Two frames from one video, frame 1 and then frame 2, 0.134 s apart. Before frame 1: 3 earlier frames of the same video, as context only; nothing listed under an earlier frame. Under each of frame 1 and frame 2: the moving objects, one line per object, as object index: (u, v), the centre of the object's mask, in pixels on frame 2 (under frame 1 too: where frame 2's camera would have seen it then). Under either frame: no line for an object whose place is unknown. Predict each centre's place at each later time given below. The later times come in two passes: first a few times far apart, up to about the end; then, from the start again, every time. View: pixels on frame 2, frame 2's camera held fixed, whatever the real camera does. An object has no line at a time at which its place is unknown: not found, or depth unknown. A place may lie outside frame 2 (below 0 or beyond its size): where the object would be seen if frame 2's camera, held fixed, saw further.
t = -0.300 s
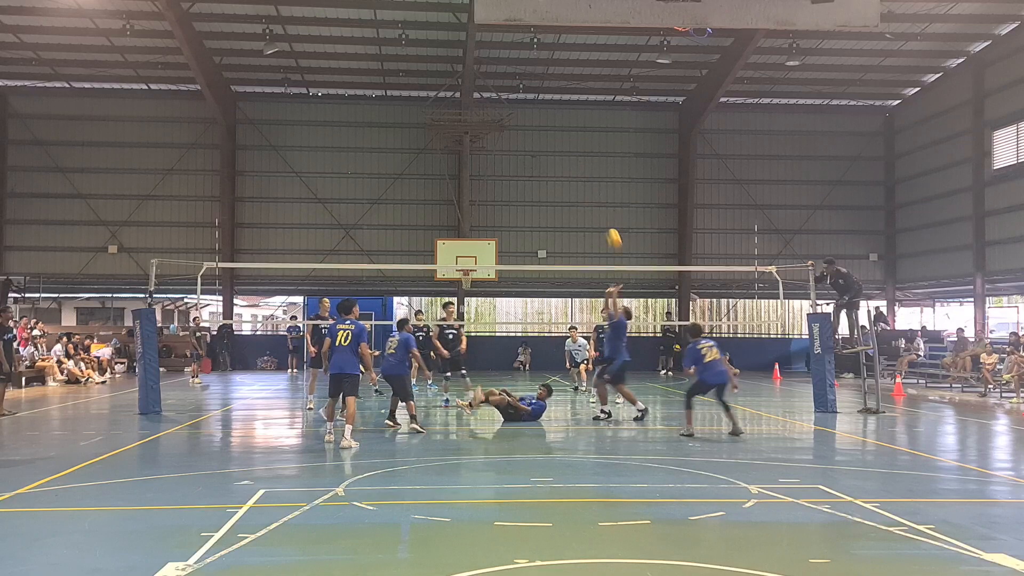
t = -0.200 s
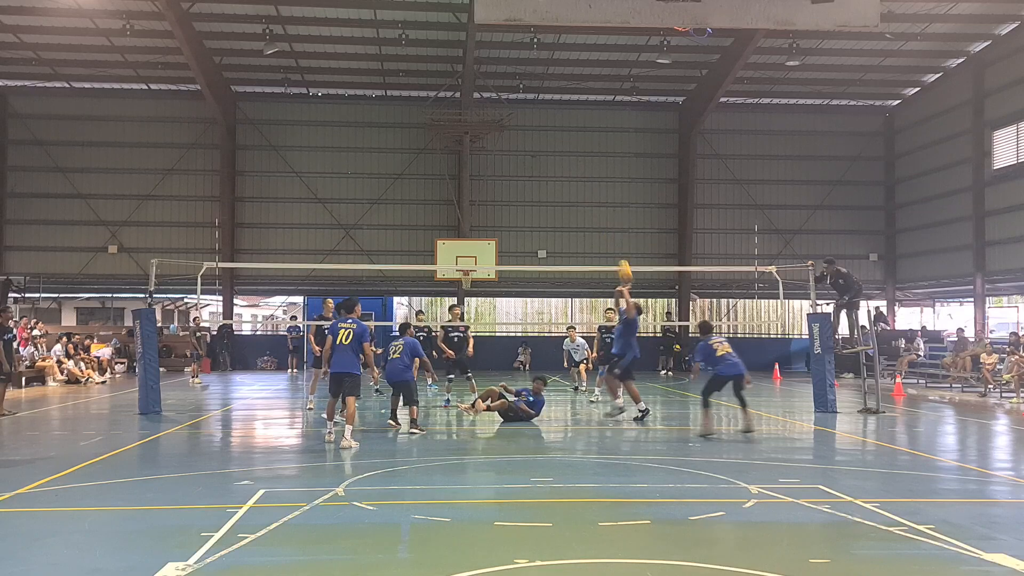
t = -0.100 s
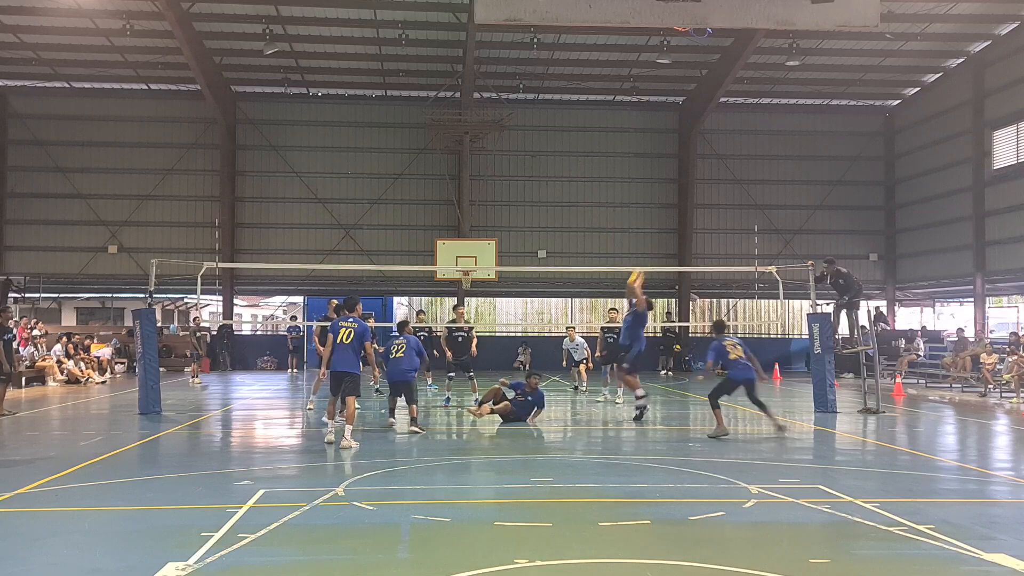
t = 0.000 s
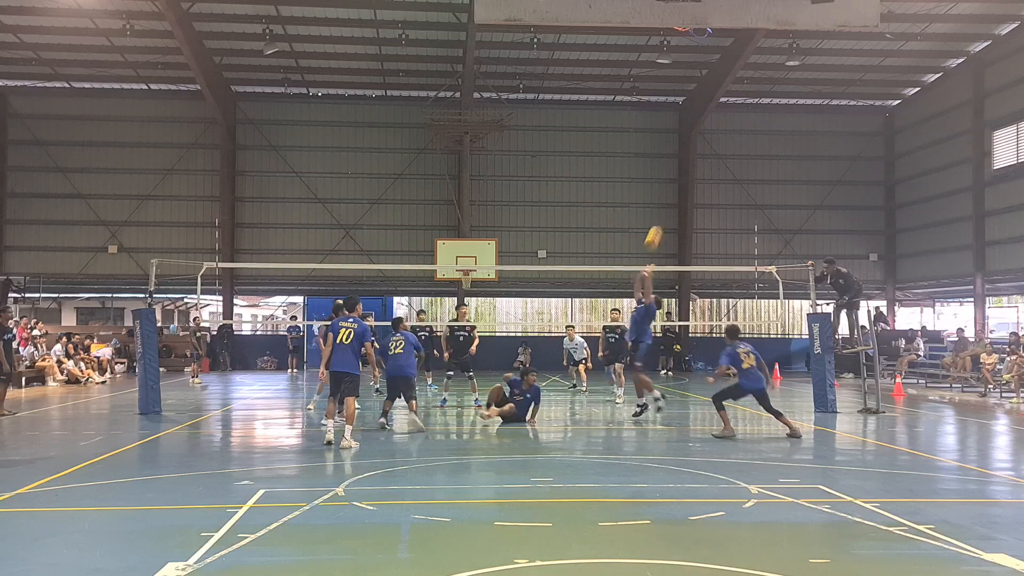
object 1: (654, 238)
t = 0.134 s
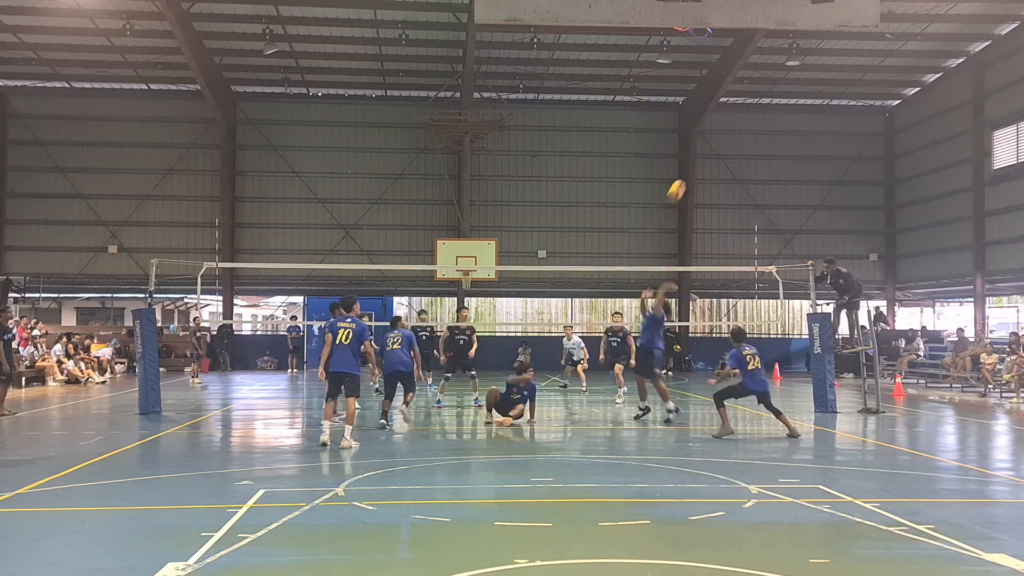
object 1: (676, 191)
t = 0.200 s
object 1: (688, 172)
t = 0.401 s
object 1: (723, 132)
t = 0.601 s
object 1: (758, 118)
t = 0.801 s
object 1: (795, 132)
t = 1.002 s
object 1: (831, 177)
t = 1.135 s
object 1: (855, 224)
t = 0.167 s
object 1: (682, 181)
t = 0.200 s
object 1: (688, 172)
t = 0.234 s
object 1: (694, 164)
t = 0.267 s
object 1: (700, 156)
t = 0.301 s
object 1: (706, 148)
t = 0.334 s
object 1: (711, 142)
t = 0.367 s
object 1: (717, 137)
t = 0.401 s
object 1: (723, 132)
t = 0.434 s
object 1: (729, 127)
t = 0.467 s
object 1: (735, 124)
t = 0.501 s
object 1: (740, 121)
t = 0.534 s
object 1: (746, 119)
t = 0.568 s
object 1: (752, 118)
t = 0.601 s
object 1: (758, 118)
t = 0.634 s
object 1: (764, 118)
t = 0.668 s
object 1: (770, 120)
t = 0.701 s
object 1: (776, 122)
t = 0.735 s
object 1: (782, 124)
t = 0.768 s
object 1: (788, 128)
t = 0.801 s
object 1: (795, 132)
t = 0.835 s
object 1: (801, 138)
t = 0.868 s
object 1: (807, 144)
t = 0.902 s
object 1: (812, 151)
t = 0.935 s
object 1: (819, 159)
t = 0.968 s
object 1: (825, 168)
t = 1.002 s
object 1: (831, 177)
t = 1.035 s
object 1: (837, 188)
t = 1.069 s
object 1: (843, 199)
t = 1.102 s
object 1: (849, 210)
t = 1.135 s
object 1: (855, 224)
